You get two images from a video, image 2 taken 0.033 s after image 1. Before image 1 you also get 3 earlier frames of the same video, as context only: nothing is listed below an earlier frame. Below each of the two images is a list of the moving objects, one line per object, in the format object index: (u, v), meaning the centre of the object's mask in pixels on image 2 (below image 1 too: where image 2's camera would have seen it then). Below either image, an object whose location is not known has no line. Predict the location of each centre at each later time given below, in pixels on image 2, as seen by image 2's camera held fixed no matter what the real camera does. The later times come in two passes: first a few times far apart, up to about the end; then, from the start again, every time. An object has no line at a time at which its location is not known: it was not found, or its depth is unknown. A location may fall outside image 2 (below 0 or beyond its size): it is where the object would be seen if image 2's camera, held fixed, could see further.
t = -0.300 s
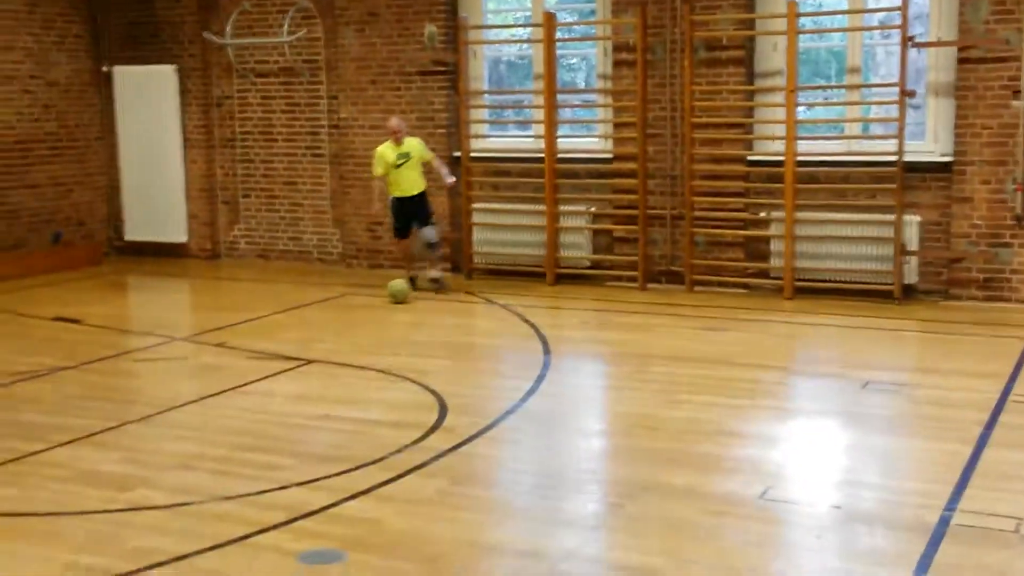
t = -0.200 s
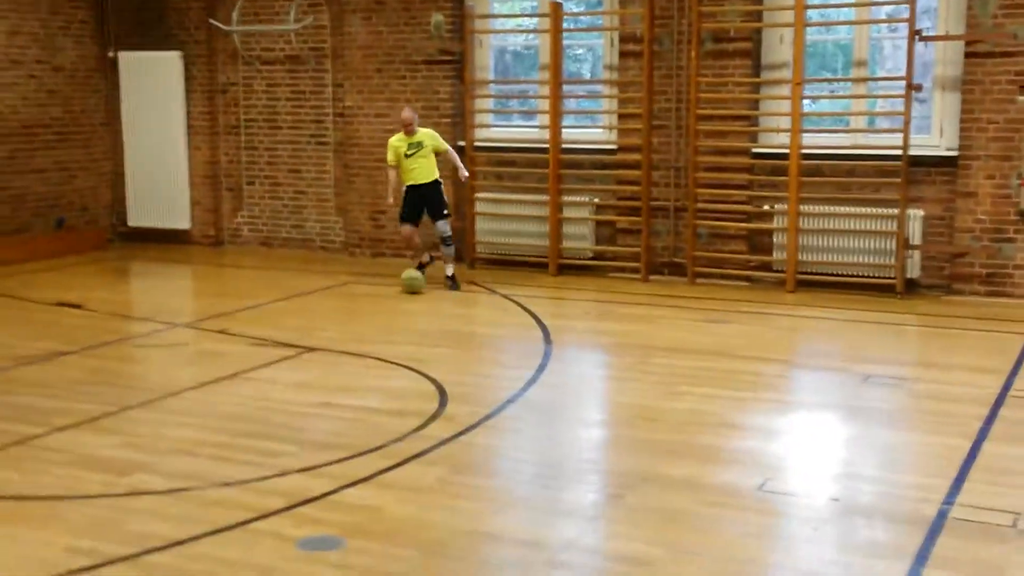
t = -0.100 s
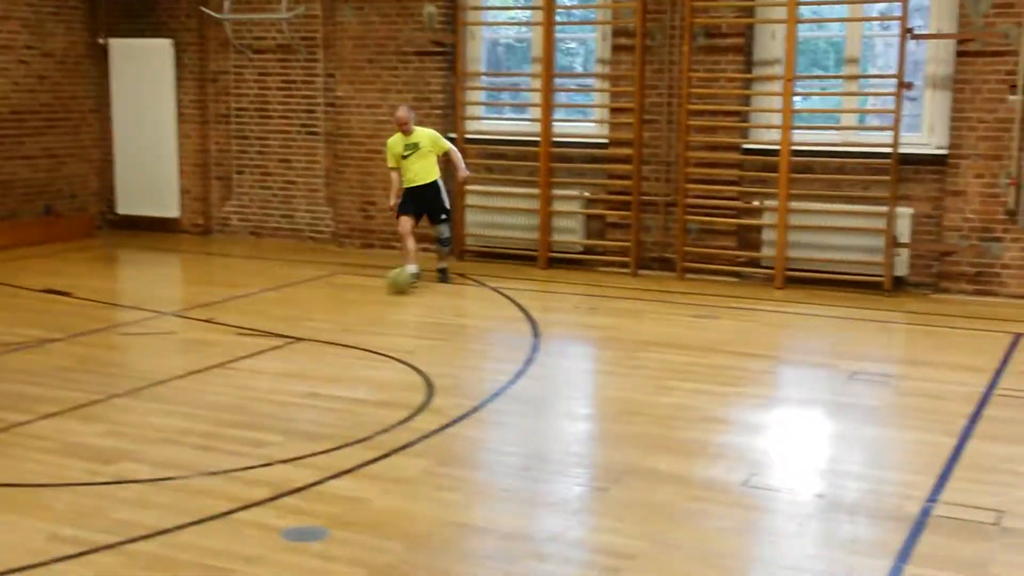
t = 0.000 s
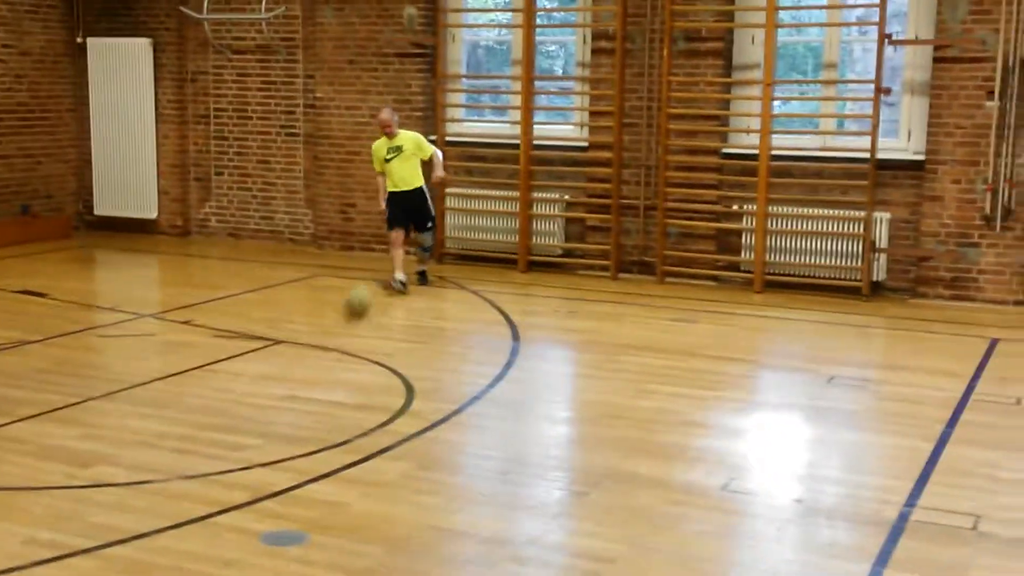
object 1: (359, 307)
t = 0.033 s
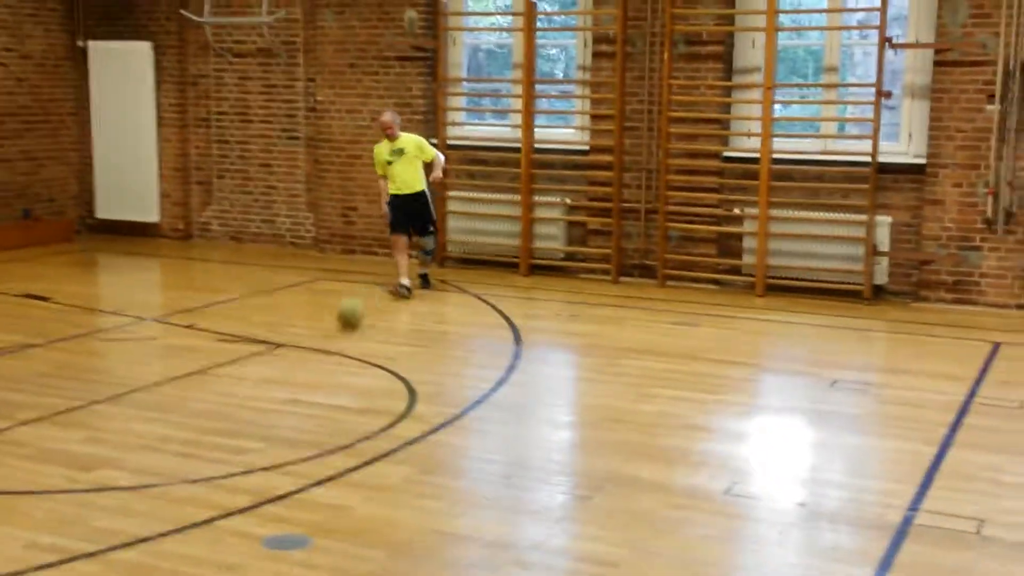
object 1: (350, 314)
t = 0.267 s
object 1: (286, 373)
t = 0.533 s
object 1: (187, 472)
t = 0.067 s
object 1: (340, 321)
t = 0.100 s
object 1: (332, 329)
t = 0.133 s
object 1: (325, 336)
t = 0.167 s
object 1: (319, 343)
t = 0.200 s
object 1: (306, 353)
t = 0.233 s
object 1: (296, 364)
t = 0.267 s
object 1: (286, 373)
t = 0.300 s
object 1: (275, 384)
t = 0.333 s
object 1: (263, 397)
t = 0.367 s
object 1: (252, 406)
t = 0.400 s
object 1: (239, 419)
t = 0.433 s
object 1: (227, 430)
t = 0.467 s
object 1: (218, 440)
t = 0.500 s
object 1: (201, 456)
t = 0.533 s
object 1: (187, 472)
